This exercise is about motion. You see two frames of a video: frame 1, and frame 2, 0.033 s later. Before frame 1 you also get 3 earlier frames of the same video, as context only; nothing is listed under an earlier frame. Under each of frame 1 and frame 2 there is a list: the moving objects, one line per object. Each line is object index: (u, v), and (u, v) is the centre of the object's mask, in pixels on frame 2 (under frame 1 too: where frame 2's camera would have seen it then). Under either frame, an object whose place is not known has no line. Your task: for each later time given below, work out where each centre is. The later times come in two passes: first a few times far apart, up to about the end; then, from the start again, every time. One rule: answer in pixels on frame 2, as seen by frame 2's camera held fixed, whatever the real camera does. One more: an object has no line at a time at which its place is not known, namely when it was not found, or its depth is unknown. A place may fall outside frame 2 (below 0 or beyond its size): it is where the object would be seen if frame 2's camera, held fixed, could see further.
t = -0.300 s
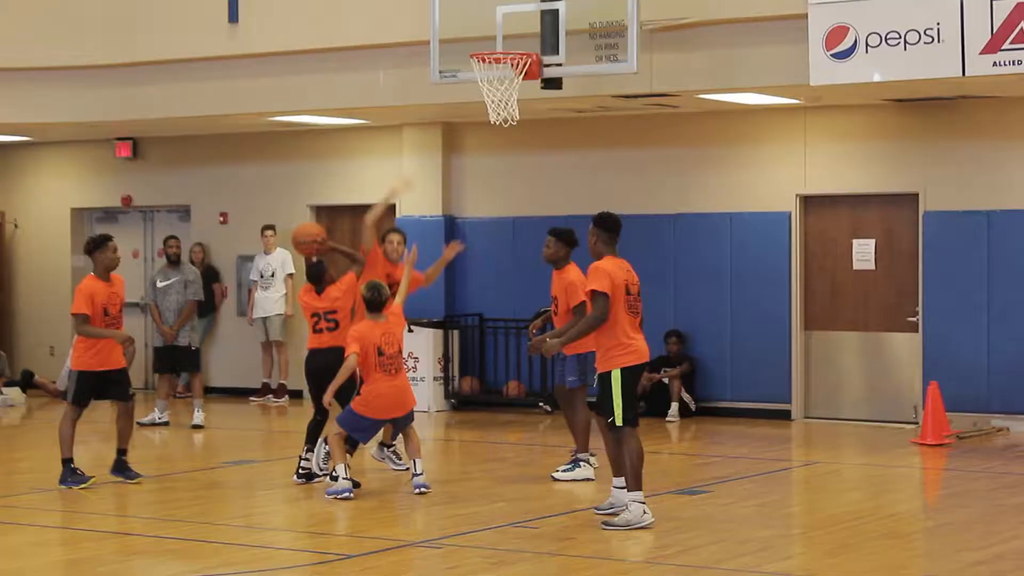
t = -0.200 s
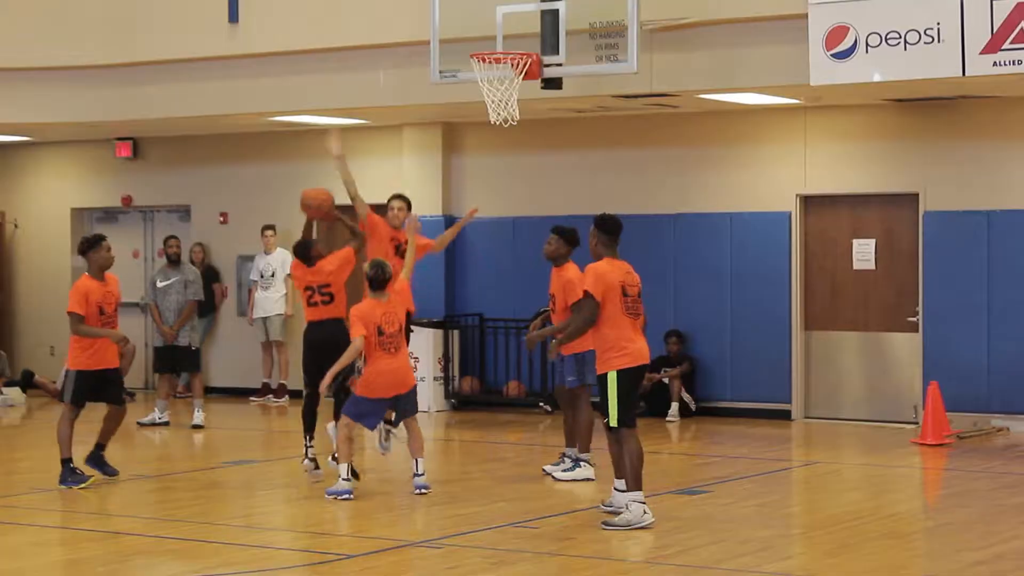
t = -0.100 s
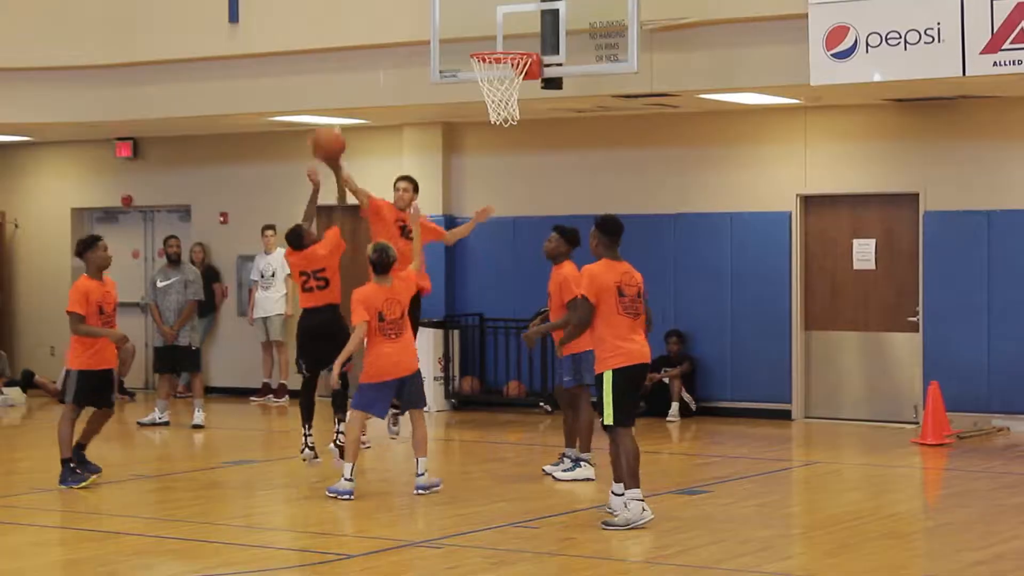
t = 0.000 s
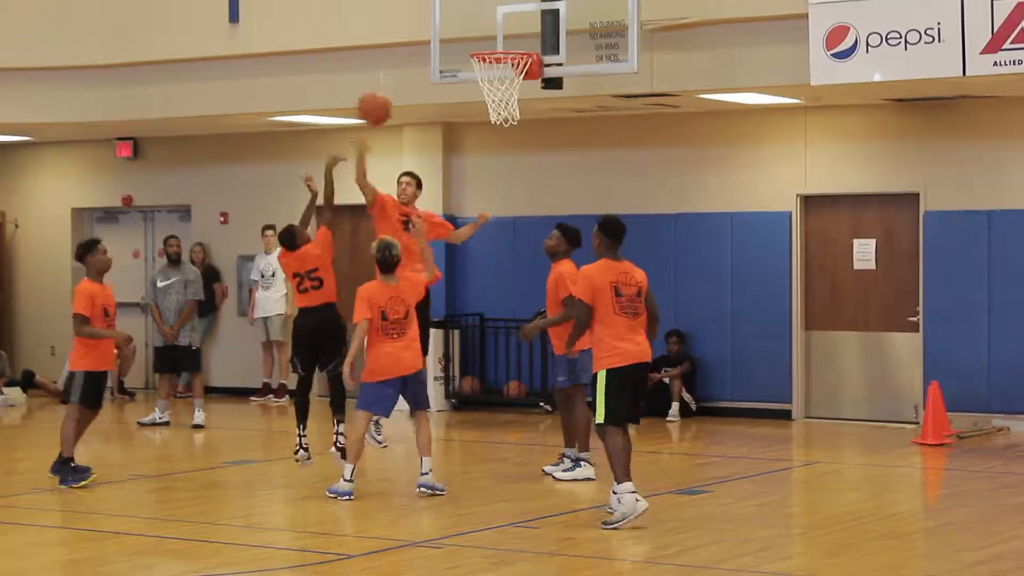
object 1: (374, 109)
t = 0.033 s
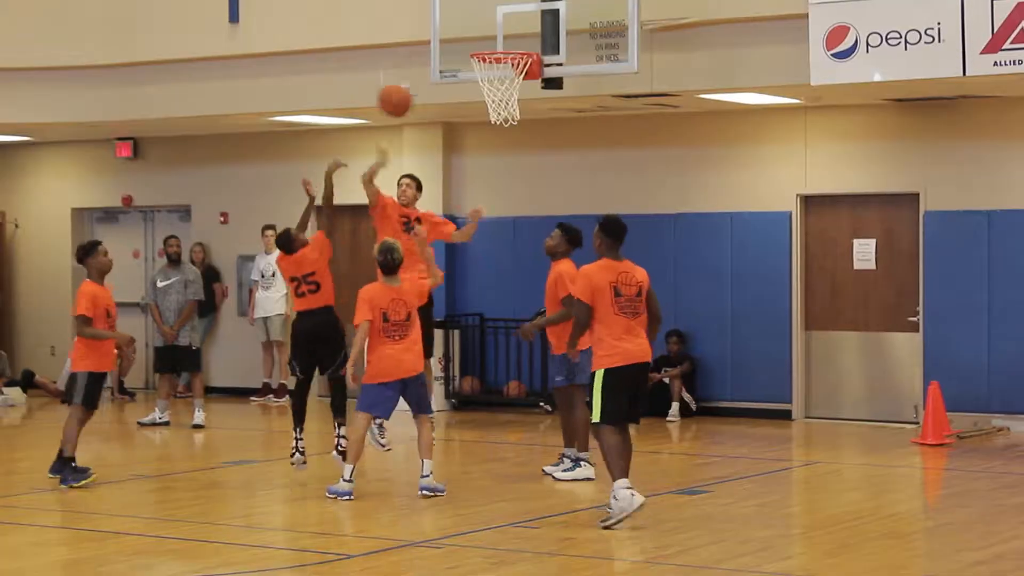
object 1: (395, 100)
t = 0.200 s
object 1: (502, 81)
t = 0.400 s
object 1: (634, 111)
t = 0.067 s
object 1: (416, 93)
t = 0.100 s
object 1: (437, 88)
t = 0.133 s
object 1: (457, 84)
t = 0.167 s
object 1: (478, 82)
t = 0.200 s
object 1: (502, 81)
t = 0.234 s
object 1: (524, 82)
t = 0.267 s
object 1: (545, 85)
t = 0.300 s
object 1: (568, 90)
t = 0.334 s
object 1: (589, 95)
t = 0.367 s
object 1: (612, 102)
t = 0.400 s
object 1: (634, 111)
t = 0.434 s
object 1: (659, 123)
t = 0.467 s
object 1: (680, 137)
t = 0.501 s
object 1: (703, 152)
